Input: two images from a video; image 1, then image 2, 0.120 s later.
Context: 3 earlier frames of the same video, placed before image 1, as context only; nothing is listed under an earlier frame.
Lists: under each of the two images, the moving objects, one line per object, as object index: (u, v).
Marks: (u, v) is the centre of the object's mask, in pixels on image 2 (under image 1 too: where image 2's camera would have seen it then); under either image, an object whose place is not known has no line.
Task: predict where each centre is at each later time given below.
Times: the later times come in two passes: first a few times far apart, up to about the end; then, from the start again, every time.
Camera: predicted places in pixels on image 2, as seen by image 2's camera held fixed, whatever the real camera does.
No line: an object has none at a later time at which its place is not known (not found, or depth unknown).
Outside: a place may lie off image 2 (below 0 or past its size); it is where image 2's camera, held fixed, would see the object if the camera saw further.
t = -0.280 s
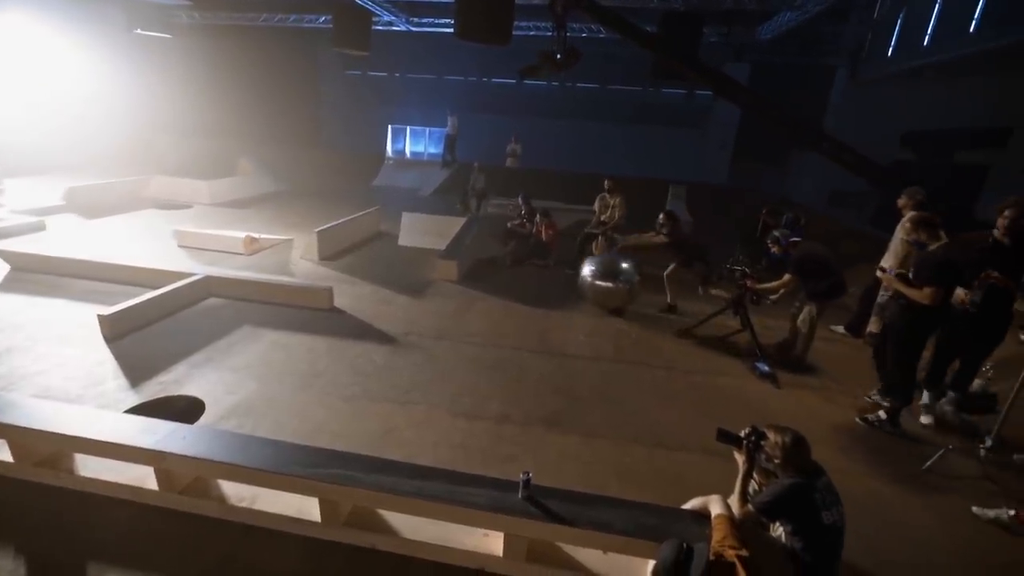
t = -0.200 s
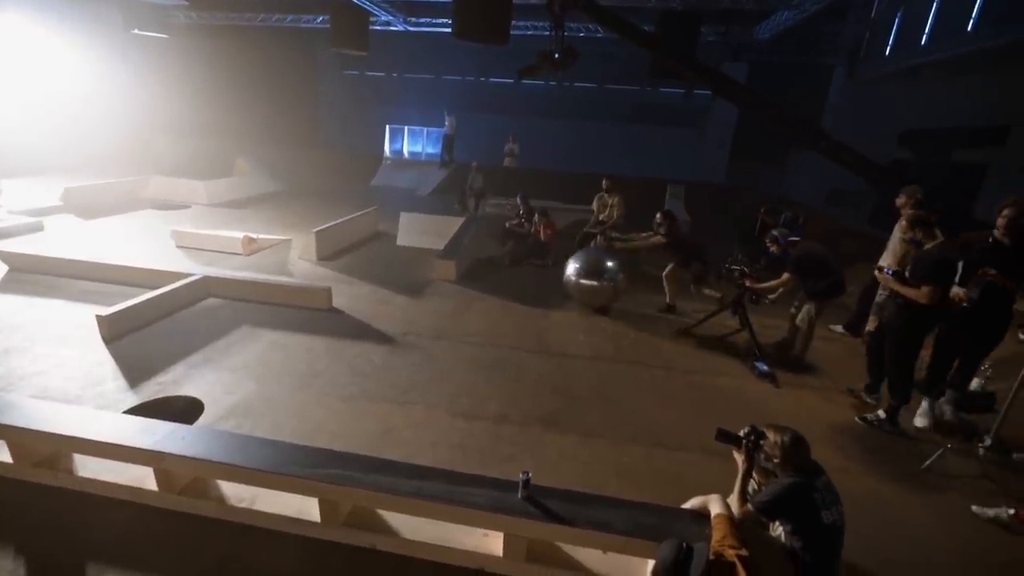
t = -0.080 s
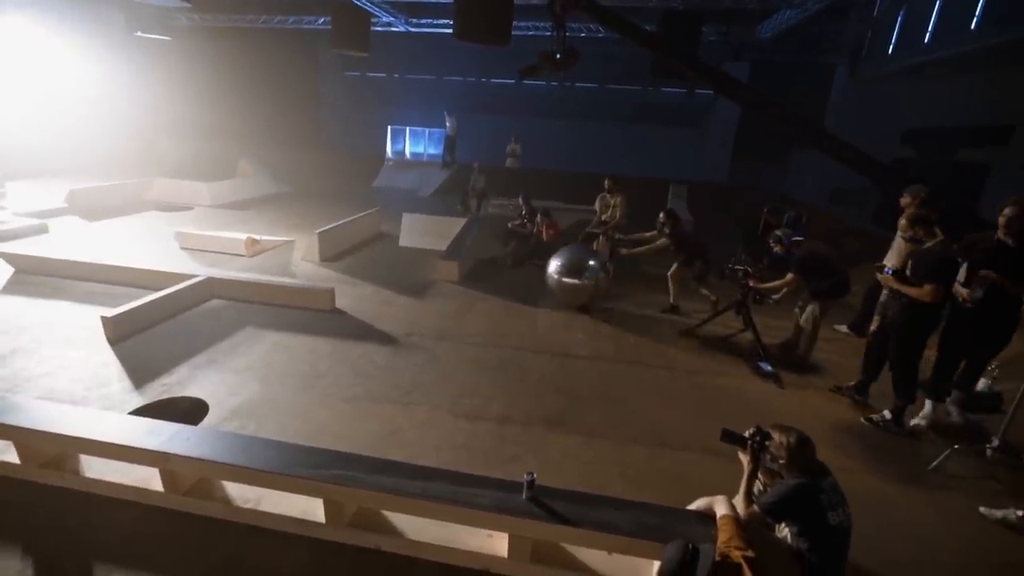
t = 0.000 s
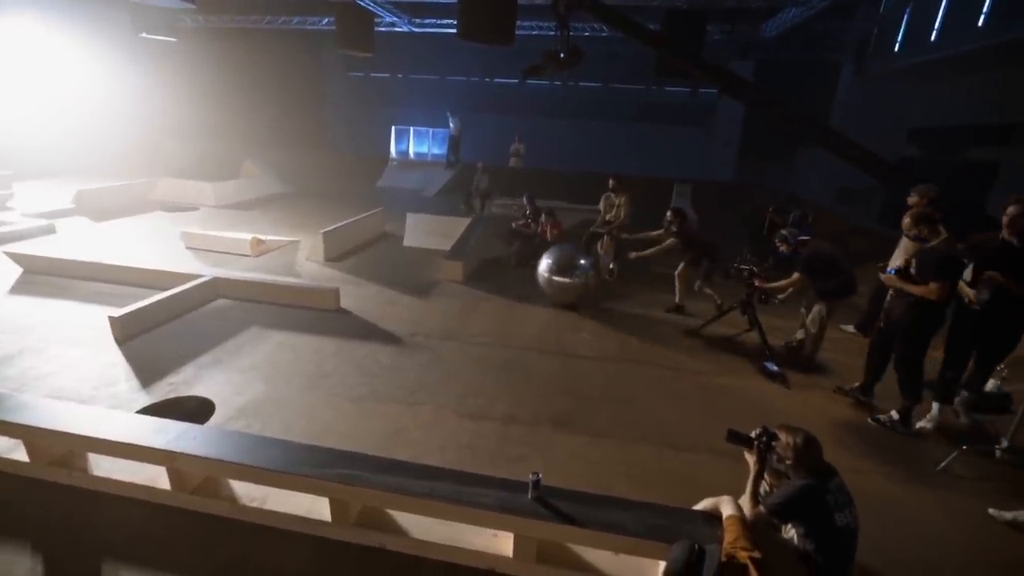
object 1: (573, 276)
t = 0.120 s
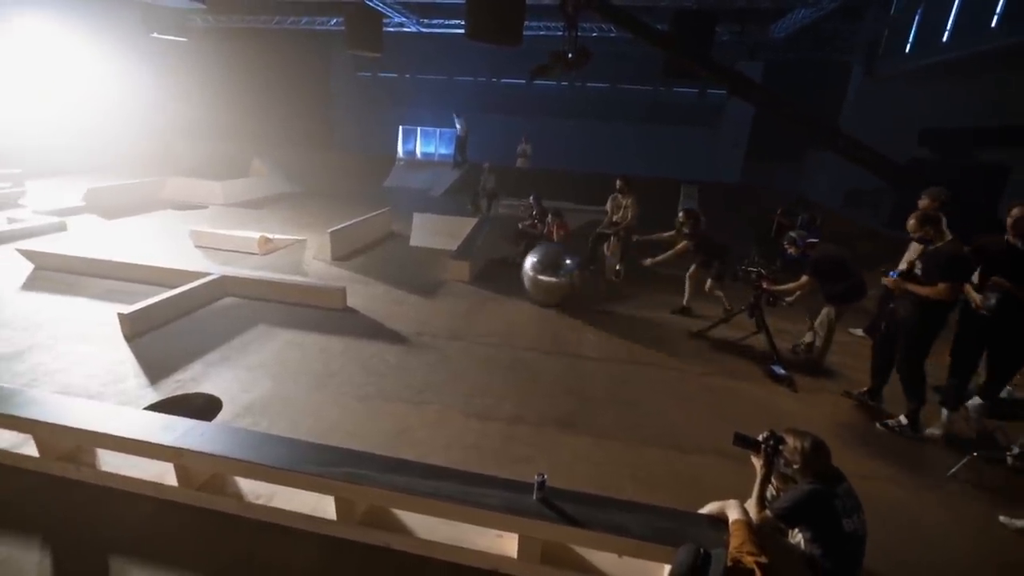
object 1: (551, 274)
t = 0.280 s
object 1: (525, 270)
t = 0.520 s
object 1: (484, 267)
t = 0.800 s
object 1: (437, 264)
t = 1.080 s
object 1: (390, 260)
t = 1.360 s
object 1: (343, 257)
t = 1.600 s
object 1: (303, 254)
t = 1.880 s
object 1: (256, 250)
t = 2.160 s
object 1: (215, 246)
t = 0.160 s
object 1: (543, 273)
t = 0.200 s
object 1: (538, 272)
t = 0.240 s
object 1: (530, 271)
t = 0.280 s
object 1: (525, 270)
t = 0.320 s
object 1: (518, 270)
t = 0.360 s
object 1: (510, 269)
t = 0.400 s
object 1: (505, 268)
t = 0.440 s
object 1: (498, 268)
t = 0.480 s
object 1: (491, 268)
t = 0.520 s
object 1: (484, 267)
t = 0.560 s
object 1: (478, 267)
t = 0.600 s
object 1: (472, 266)
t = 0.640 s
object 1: (463, 266)
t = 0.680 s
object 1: (457, 266)
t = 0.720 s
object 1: (449, 265)
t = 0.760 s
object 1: (444, 264)
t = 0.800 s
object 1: (437, 264)
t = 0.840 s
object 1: (430, 264)
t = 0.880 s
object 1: (423, 264)
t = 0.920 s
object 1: (417, 263)
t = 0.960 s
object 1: (410, 263)
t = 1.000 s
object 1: (404, 262)
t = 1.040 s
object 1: (397, 261)
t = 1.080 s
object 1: (390, 260)
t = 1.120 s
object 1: (383, 259)
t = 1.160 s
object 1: (377, 259)
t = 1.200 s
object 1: (371, 258)
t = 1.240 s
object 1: (364, 258)
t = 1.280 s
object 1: (357, 258)
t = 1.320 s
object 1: (350, 257)
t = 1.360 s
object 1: (343, 257)
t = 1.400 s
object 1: (335, 257)
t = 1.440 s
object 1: (329, 256)
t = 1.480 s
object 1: (323, 255)
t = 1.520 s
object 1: (316, 255)
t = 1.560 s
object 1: (309, 254)
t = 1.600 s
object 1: (303, 254)
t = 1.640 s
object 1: (296, 253)
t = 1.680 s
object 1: (290, 252)
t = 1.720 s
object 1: (283, 252)
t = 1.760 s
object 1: (276, 251)
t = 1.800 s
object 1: (270, 251)
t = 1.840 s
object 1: (263, 250)
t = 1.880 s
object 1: (256, 250)
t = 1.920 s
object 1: (250, 249)
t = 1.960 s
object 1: (243, 249)
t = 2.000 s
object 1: (237, 248)
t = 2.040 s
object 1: (231, 248)
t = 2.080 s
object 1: (225, 247)
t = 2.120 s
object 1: (221, 247)
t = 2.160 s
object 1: (215, 246)
